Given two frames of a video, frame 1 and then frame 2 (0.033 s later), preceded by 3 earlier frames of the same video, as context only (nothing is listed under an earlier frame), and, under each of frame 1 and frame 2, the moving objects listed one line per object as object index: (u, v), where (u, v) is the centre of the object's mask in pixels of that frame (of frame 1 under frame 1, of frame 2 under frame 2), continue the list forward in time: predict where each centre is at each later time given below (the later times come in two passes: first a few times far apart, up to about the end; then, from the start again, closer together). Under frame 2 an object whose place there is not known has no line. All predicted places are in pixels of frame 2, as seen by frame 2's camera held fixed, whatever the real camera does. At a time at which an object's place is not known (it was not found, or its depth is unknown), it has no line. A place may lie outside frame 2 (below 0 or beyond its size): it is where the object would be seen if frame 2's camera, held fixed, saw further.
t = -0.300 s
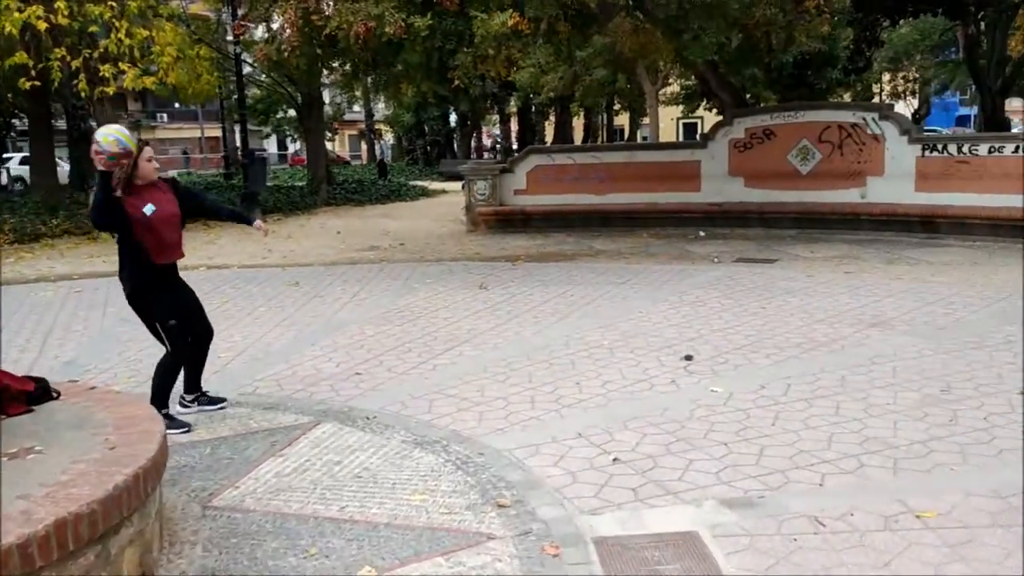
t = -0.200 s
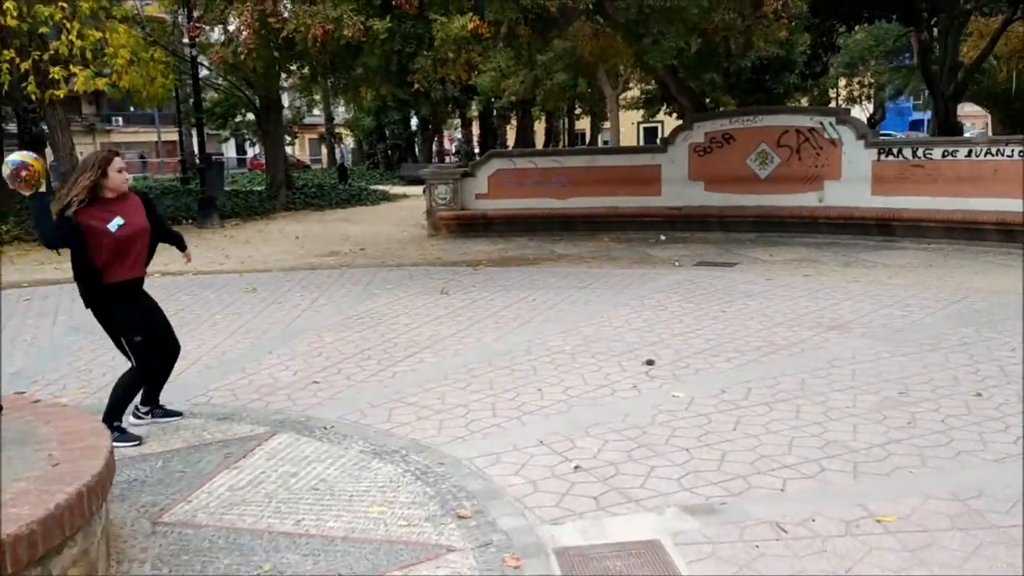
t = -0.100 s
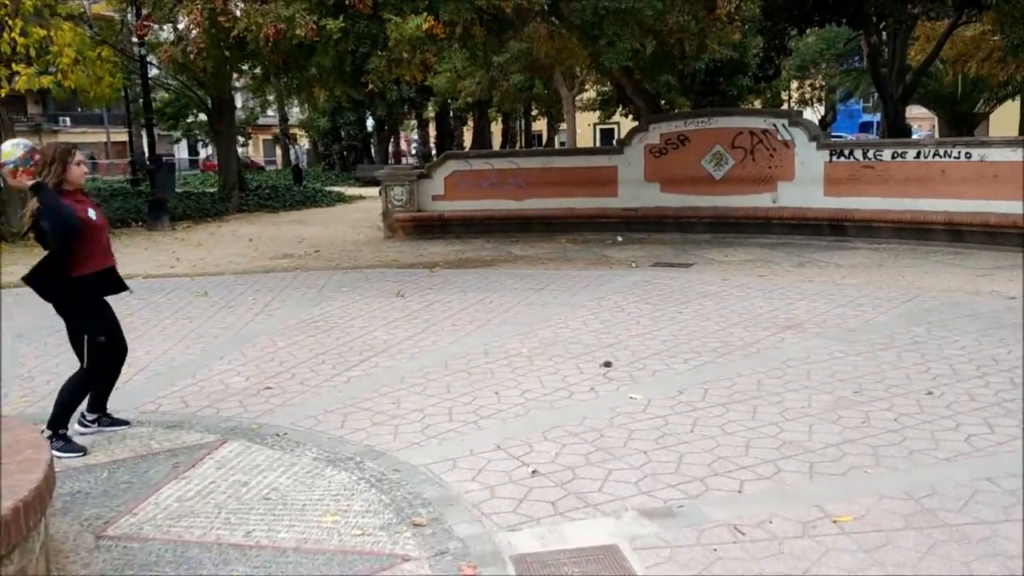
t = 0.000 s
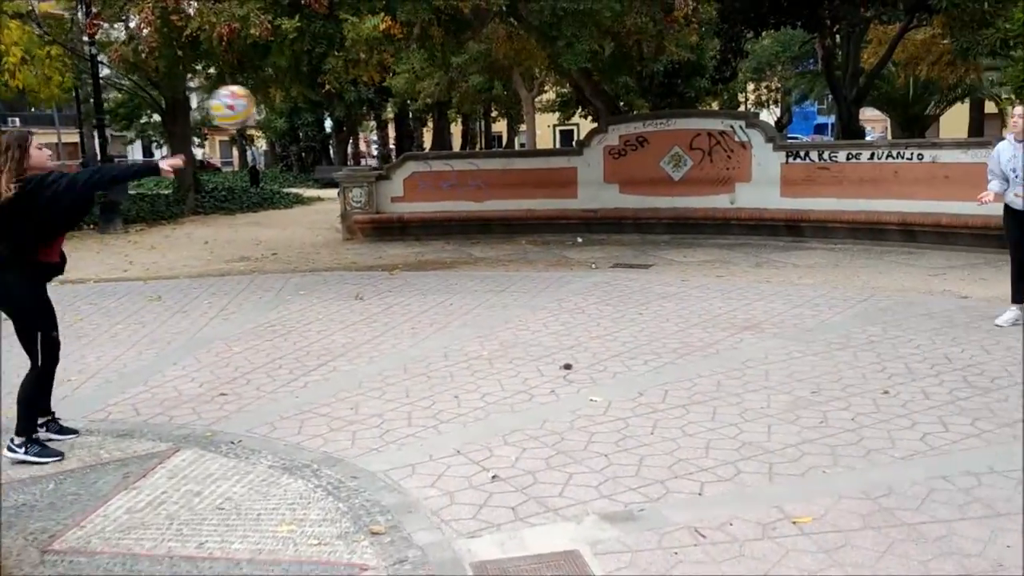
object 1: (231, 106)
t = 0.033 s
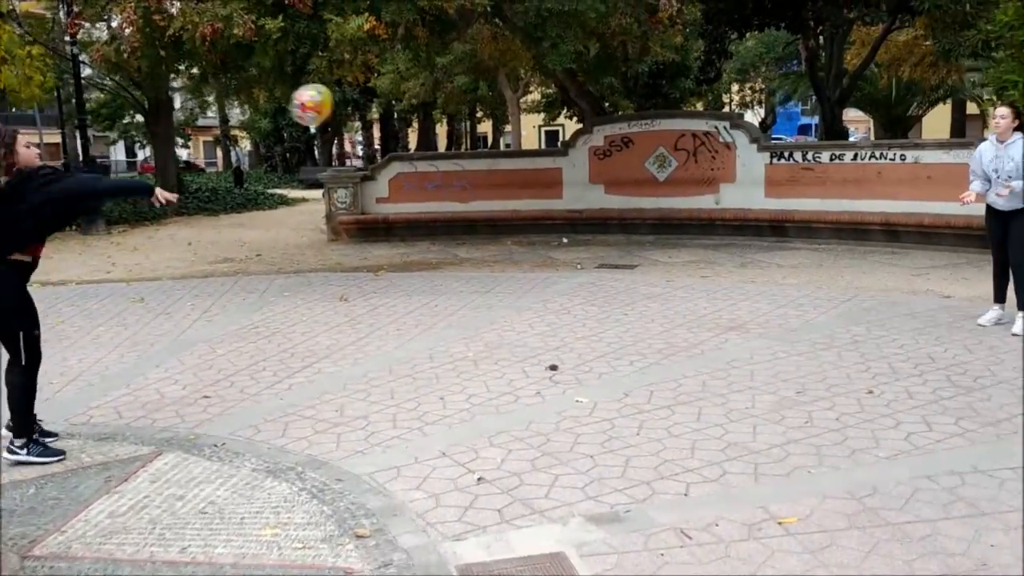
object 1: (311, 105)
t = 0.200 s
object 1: (641, 101)
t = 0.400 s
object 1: (847, 130)
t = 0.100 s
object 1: (469, 102)
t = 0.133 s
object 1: (535, 100)
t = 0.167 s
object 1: (591, 99)
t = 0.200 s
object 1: (641, 101)
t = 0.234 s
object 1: (685, 103)
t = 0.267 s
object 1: (724, 108)
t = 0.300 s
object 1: (760, 114)
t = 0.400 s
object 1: (847, 130)
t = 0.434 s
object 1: (871, 138)
